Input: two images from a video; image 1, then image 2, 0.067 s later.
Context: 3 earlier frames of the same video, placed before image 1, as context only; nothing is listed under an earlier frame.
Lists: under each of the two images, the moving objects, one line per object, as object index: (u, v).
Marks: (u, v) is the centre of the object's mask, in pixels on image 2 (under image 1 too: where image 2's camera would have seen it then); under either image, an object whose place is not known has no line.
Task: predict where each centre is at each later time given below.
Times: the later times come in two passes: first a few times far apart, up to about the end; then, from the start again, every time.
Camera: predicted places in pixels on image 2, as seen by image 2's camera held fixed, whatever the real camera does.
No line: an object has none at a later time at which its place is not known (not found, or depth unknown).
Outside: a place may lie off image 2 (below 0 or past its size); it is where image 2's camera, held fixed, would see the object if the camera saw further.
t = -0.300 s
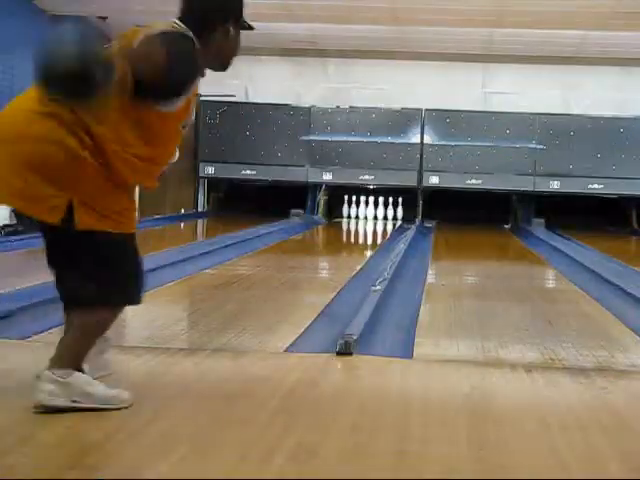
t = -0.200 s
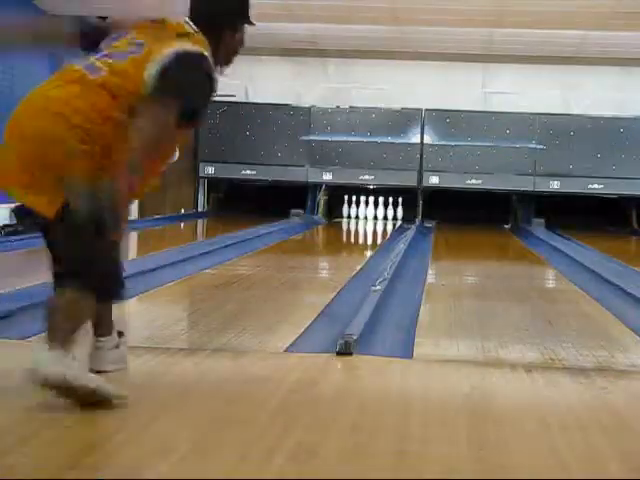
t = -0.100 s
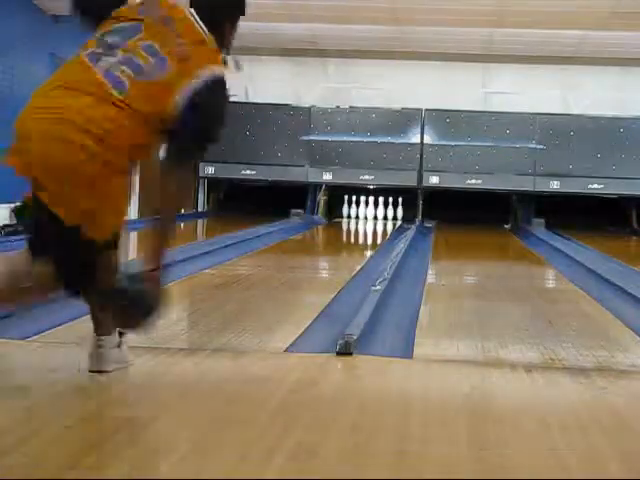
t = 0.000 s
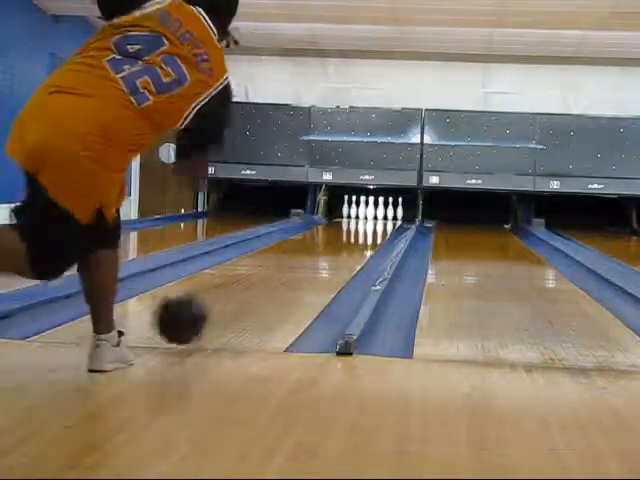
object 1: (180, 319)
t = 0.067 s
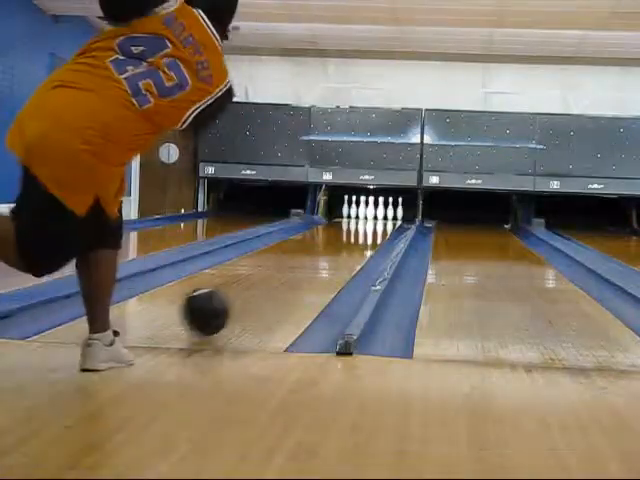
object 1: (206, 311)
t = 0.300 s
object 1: (266, 281)
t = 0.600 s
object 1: (309, 258)
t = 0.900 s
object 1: (336, 243)
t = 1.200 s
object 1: (354, 233)
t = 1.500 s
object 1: (365, 225)
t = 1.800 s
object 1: (371, 219)
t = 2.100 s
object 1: (373, 216)
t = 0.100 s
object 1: (216, 307)
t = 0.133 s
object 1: (226, 302)
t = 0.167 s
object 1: (236, 297)
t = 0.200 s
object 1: (245, 292)
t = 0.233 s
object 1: (252, 288)
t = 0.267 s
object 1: (260, 284)
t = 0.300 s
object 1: (266, 281)
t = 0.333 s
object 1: (272, 278)
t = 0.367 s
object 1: (278, 275)
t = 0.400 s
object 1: (284, 272)
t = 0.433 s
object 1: (289, 269)
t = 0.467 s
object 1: (293, 267)
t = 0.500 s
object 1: (298, 265)
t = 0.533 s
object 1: (302, 263)
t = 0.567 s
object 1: (306, 260)
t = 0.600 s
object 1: (309, 258)
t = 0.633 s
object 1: (313, 255)
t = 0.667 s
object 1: (317, 253)
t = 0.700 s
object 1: (320, 252)
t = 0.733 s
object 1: (323, 250)
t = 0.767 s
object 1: (326, 248)
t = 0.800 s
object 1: (328, 247)
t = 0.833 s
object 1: (331, 246)
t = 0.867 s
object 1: (333, 244)
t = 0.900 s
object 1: (336, 243)
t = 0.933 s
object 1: (338, 242)
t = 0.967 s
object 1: (340, 240)
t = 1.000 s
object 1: (342, 240)
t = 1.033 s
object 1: (346, 237)
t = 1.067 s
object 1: (347, 236)
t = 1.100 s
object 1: (349, 235)
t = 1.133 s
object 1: (350, 234)
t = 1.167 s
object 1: (352, 233)
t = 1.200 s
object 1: (354, 233)
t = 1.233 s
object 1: (355, 232)
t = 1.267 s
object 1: (356, 231)
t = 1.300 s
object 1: (357, 230)
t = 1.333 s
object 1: (359, 229)
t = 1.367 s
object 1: (360, 228)
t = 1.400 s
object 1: (361, 227)
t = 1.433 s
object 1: (363, 227)
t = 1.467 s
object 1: (364, 226)
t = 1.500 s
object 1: (365, 225)
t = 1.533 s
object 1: (366, 224)
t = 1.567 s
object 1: (367, 223)
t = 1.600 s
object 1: (368, 223)
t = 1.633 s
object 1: (369, 222)
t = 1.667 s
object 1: (369, 222)
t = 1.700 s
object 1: (370, 221)
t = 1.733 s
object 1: (371, 220)
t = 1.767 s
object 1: (371, 220)
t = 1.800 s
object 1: (371, 219)
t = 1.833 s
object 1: (372, 219)
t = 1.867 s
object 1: (372, 218)
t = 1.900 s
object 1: (372, 218)
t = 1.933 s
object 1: (372, 217)
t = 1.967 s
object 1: (372, 217)
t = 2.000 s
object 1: (373, 217)
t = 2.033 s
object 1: (373, 216)
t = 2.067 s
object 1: (373, 216)
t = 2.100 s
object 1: (373, 216)
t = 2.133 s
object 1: (374, 215)
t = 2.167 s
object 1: (374, 214)
